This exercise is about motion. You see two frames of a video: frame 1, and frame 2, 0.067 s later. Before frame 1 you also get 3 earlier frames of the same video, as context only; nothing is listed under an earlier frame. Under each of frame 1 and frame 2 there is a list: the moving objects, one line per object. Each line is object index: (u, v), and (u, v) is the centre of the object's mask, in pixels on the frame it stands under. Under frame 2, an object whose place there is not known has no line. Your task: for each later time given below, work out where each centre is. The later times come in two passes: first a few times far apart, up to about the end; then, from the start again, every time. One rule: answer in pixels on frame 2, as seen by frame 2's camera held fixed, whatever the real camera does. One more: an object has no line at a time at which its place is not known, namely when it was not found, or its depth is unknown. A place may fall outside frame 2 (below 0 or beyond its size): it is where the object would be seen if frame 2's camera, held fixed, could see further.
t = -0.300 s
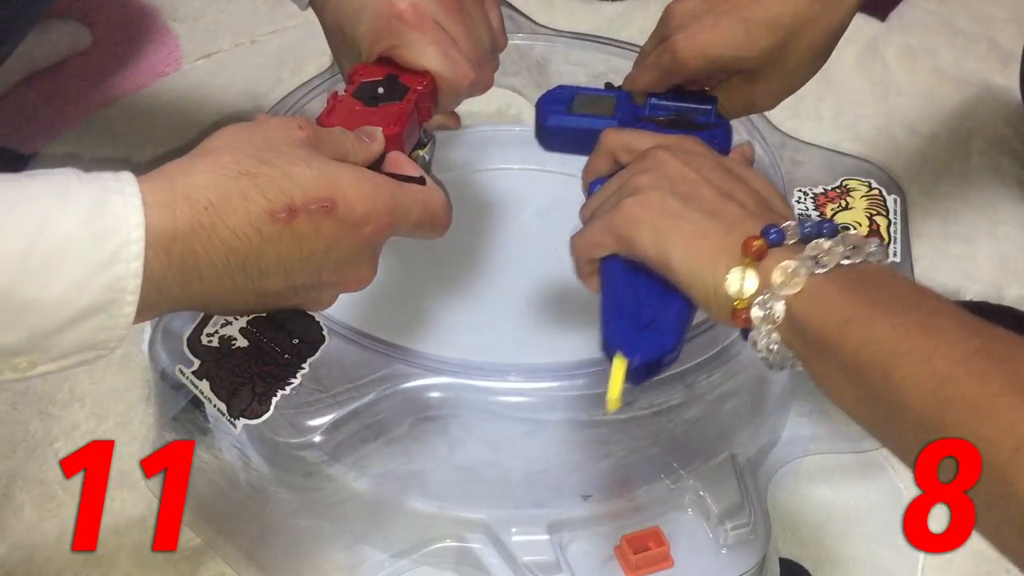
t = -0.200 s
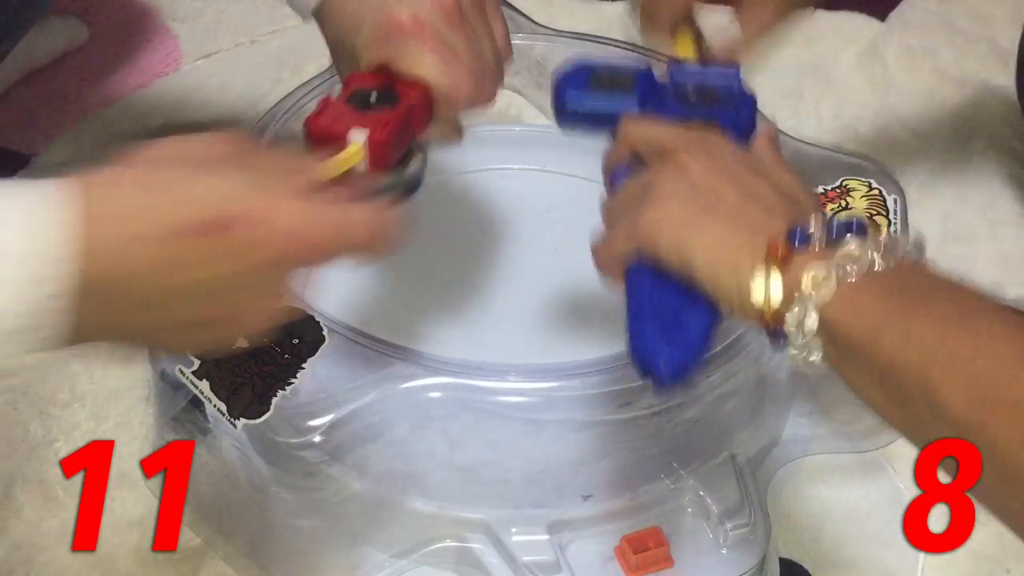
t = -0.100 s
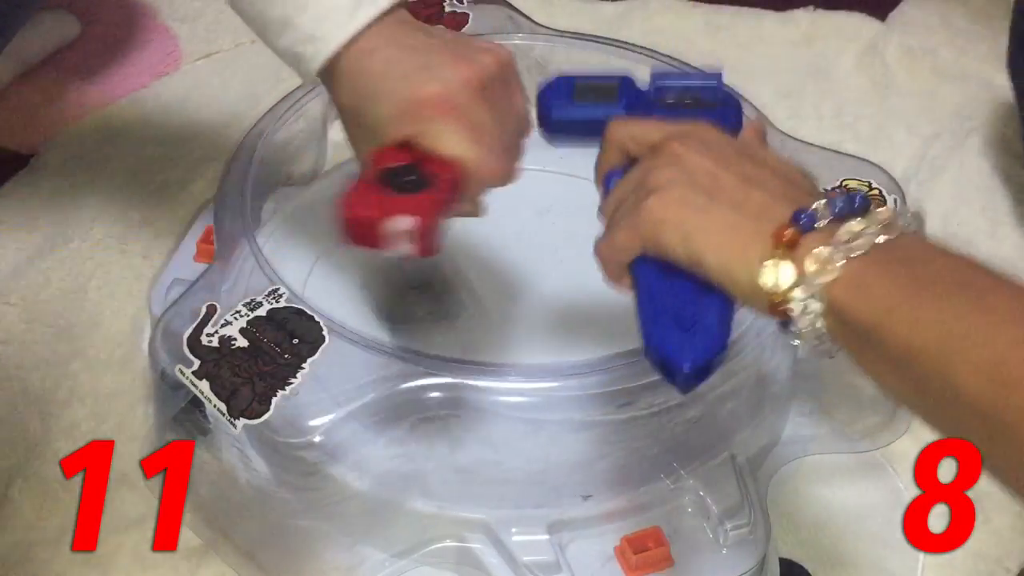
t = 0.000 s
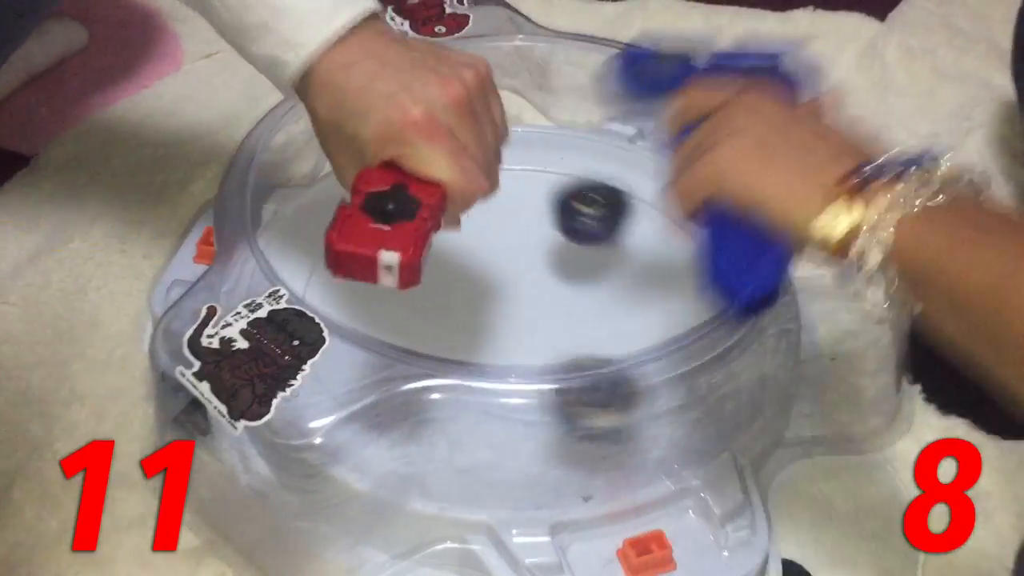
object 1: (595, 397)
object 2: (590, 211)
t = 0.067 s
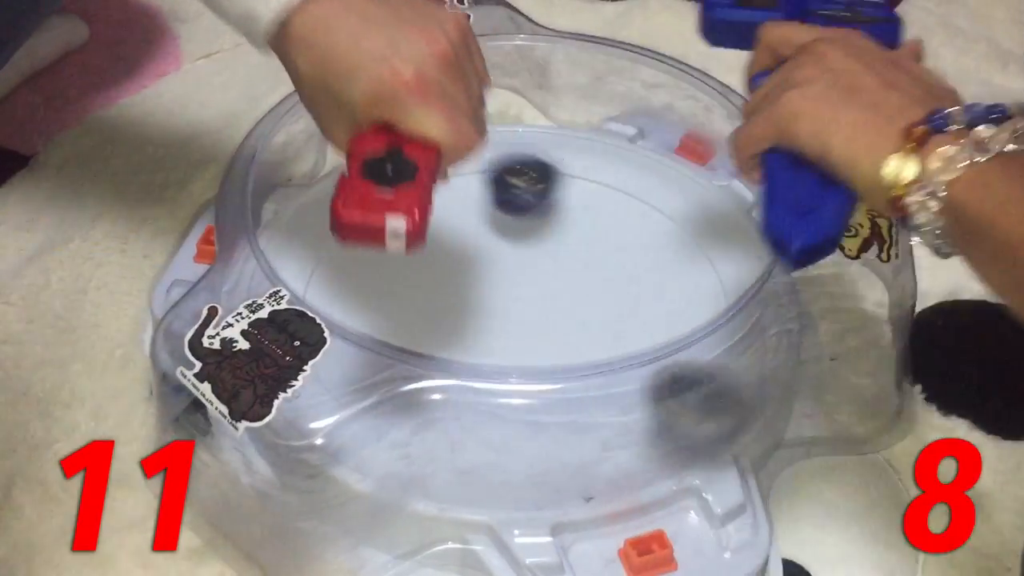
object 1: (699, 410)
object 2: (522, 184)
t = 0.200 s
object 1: (733, 318)
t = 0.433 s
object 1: (546, 157)
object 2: (421, 456)
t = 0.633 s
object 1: (329, 243)
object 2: (713, 211)
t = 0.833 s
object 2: (406, 108)
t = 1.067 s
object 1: (651, 360)
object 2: (373, 133)
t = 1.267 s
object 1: (638, 207)
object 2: (349, 136)
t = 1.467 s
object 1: (466, 162)
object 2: (333, 154)
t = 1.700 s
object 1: (349, 309)
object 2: (309, 172)
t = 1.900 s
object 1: (494, 403)
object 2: (307, 170)
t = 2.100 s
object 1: (634, 320)
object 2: (309, 173)
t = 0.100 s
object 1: (719, 389)
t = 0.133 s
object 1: (733, 368)
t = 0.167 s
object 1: (737, 341)
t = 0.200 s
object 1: (733, 318)
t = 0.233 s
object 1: (728, 287)
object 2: (328, 185)
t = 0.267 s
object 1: (711, 261)
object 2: (301, 221)
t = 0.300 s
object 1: (687, 236)
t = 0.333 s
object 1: (658, 212)
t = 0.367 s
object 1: (624, 191)
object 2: (316, 406)
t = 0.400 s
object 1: (588, 173)
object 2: (346, 436)
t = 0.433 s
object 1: (546, 157)
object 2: (421, 456)
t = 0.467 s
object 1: (505, 151)
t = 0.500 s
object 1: (460, 158)
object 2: (538, 420)
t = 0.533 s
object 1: (418, 167)
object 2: (597, 376)
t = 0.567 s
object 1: (380, 186)
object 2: (645, 325)
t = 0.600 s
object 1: (351, 216)
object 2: (690, 279)
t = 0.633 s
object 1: (329, 243)
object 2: (713, 211)
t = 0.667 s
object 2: (695, 166)
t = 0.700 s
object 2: (640, 149)
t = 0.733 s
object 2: (585, 144)
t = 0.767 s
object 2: (528, 125)
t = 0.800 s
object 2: (469, 109)
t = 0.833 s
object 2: (406, 108)
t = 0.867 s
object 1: (441, 425)
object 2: (364, 125)
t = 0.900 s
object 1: (483, 429)
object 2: (366, 125)
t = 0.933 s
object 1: (524, 426)
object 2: (368, 119)
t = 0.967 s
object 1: (564, 423)
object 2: (370, 115)
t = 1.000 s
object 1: (599, 407)
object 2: (375, 120)
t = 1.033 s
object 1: (629, 387)
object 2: (376, 134)
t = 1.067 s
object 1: (651, 360)
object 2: (373, 133)
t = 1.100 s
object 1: (668, 337)
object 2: (371, 131)
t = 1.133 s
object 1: (675, 306)
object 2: (365, 130)
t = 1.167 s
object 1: (677, 280)
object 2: (359, 131)
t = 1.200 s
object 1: (669, 254)
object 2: (354, 133)
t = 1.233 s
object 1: (656, 230)
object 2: (351, 135)
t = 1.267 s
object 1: (638, 207)
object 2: (349, 136)
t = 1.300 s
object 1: (617, 188)
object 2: (347, 138)
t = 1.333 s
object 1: (590, 171)
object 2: (346, 140)
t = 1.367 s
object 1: (561, 160)
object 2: (344, 143)
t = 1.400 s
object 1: (531, 152)
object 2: (342, 146)
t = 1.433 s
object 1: (498, 155)
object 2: (340, 148)
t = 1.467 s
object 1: (466, 162)
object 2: (333, 154)
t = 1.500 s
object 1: (436, 174)
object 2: (330, 157)
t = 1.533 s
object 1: (408, 189)
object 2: (326, 158)
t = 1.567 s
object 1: (384, 208)
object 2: (320, 162)
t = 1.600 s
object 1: (365, 228)
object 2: (316, 166)
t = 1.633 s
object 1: (350, 253)
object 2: (310, 168)
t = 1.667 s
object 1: (343, 279)
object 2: (311, 170)
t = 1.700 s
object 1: (349, 309)
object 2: (309, 172)
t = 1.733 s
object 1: (359, 335)
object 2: (308, 172)
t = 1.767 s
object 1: (372, 359)
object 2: (308, 172)
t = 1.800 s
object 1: (396, 378)
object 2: (306, 170)
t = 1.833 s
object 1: (426, 393)
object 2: (307, 170)
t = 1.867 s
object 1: (460, 400)
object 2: (307, 170)
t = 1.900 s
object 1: (494, 403)
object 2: (307, 170)
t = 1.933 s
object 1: (527, 399)
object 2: (309, 170)
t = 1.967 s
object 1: (559, 389)
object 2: (307, 172)
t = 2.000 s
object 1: (586, 379)
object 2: (309, 173)
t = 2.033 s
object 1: (607, 362)
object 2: (308, 171)
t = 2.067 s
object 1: (625, 344)
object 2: (310, 172)
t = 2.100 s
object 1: (634, 320)
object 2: (309, 173)
